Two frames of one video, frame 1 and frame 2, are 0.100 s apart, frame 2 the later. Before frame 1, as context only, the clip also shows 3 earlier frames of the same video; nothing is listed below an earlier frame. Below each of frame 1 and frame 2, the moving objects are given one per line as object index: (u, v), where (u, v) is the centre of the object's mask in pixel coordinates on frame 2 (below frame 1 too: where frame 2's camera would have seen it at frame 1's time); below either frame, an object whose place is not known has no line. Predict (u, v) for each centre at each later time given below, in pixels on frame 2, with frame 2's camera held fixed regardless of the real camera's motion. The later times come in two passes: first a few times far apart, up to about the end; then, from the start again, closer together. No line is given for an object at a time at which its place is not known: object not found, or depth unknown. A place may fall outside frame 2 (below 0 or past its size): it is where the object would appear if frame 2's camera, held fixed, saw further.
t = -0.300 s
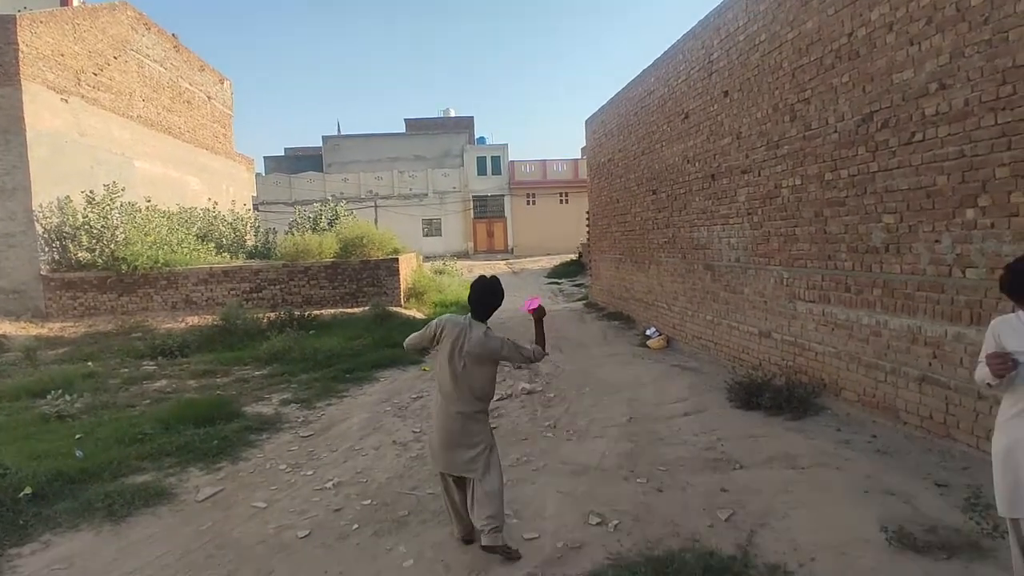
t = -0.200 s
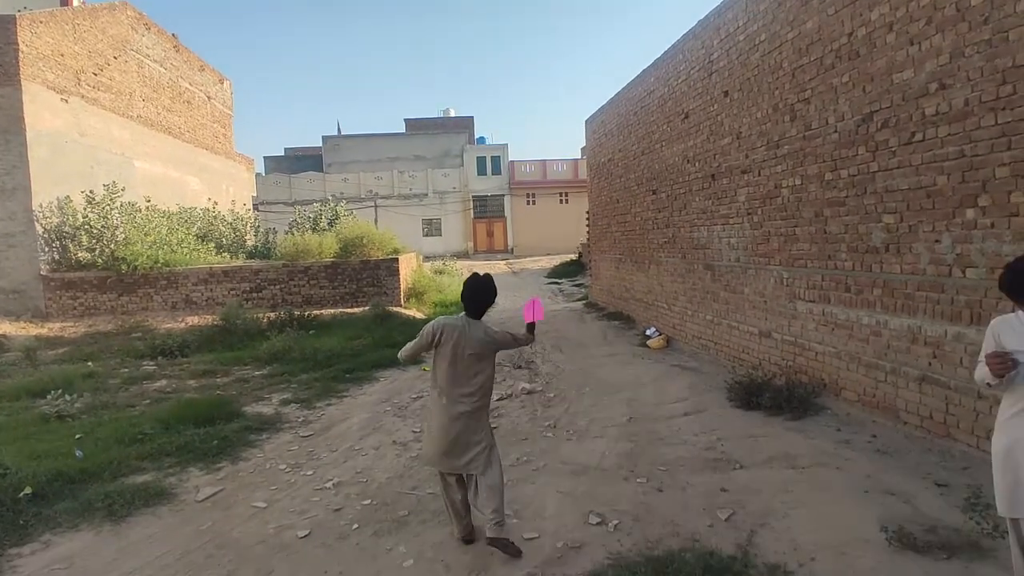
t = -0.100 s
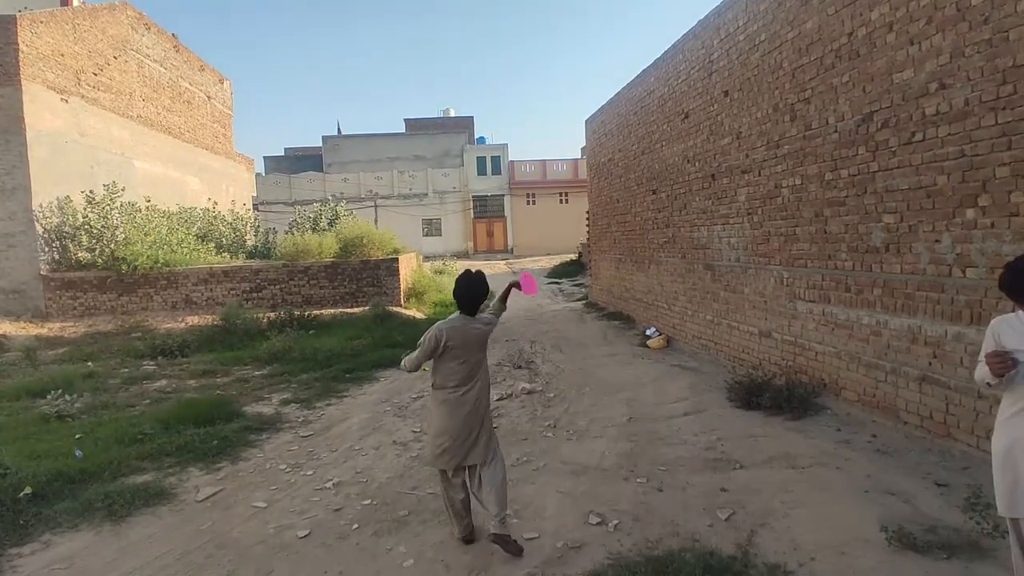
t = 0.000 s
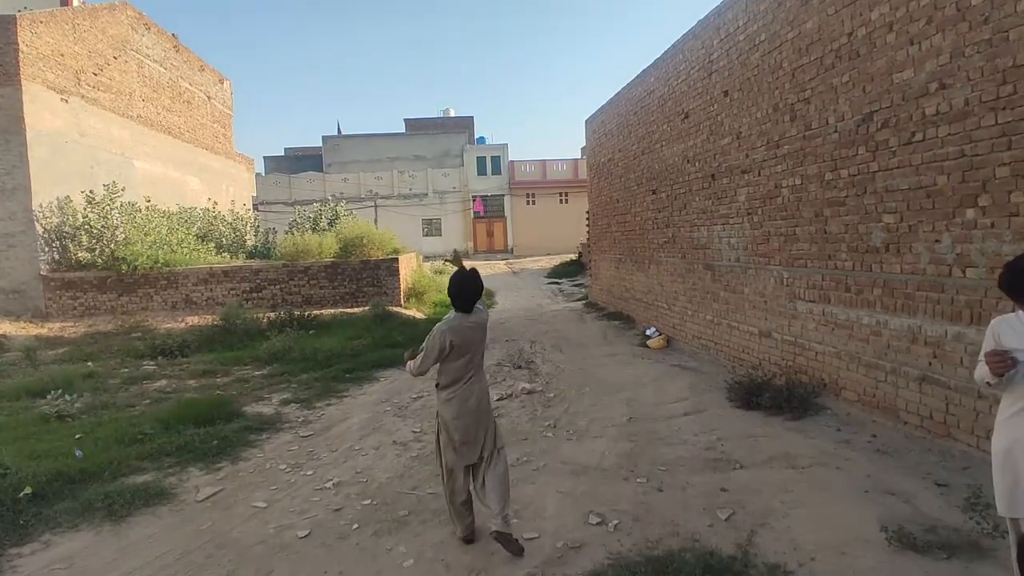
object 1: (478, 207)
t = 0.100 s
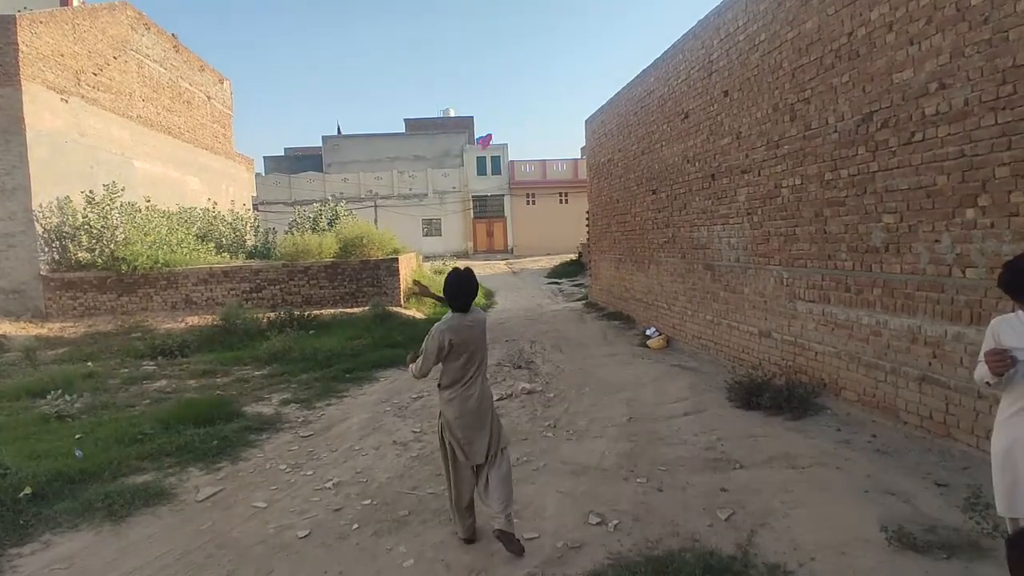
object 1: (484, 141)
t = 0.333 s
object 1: (589, 113)
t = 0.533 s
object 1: (682, 189)
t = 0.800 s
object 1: (687, 372)
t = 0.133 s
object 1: (496, 127)
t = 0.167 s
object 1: (509, 116)
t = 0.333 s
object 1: (589, 113)
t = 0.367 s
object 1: (606, 121)
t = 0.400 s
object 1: (623, 131)
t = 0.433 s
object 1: (639, 142)
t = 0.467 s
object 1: (656, 156)
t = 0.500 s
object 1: (669, 171)
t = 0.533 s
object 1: (682, 189)
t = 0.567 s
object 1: (693, 208)
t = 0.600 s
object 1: (702, 230)
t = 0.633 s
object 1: (708, 253)
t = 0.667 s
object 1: (710, 277)
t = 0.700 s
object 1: (710, 301)
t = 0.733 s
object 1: (706, 326)
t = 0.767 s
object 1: (698, 349)
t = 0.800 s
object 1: (687, 372)
